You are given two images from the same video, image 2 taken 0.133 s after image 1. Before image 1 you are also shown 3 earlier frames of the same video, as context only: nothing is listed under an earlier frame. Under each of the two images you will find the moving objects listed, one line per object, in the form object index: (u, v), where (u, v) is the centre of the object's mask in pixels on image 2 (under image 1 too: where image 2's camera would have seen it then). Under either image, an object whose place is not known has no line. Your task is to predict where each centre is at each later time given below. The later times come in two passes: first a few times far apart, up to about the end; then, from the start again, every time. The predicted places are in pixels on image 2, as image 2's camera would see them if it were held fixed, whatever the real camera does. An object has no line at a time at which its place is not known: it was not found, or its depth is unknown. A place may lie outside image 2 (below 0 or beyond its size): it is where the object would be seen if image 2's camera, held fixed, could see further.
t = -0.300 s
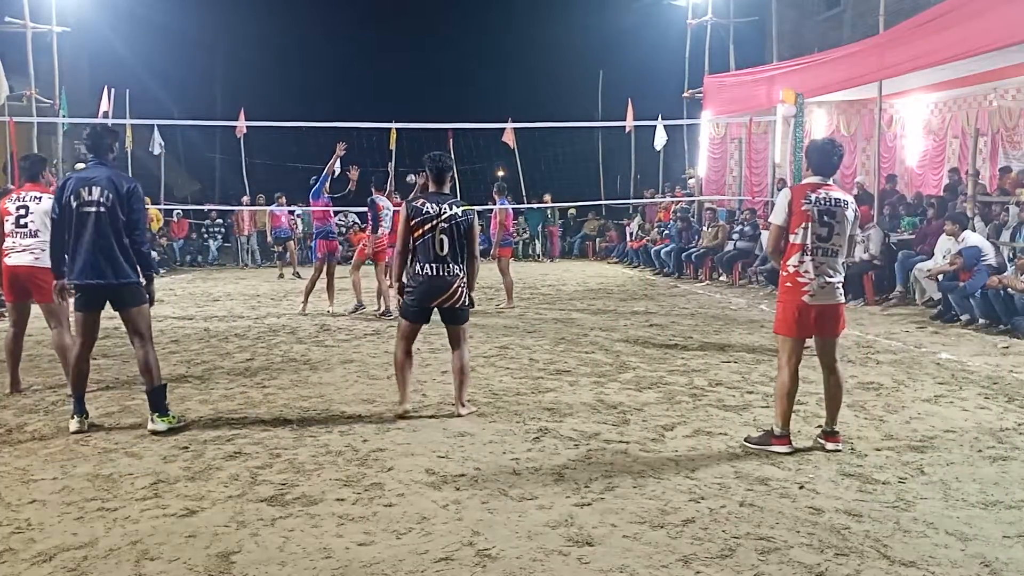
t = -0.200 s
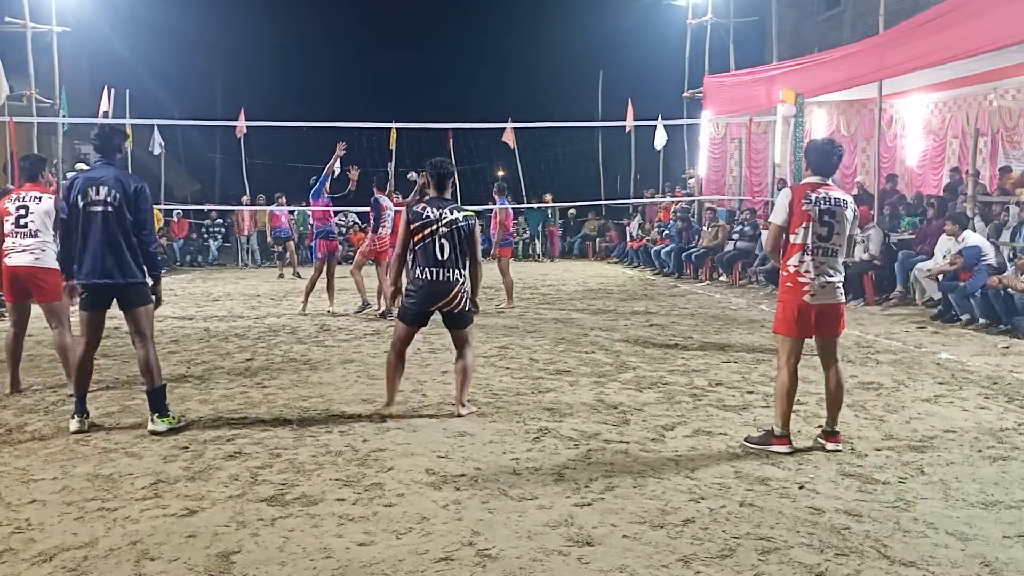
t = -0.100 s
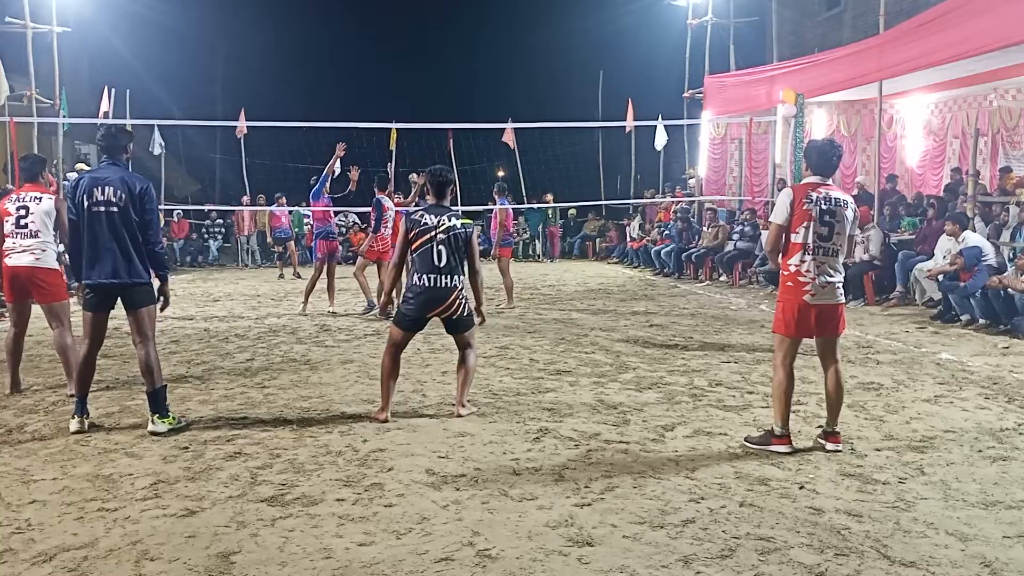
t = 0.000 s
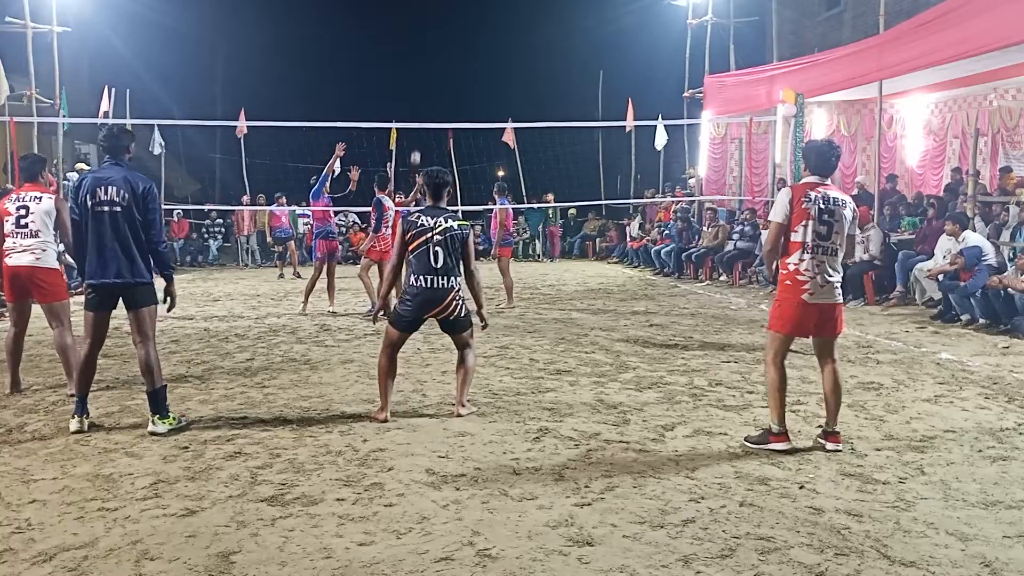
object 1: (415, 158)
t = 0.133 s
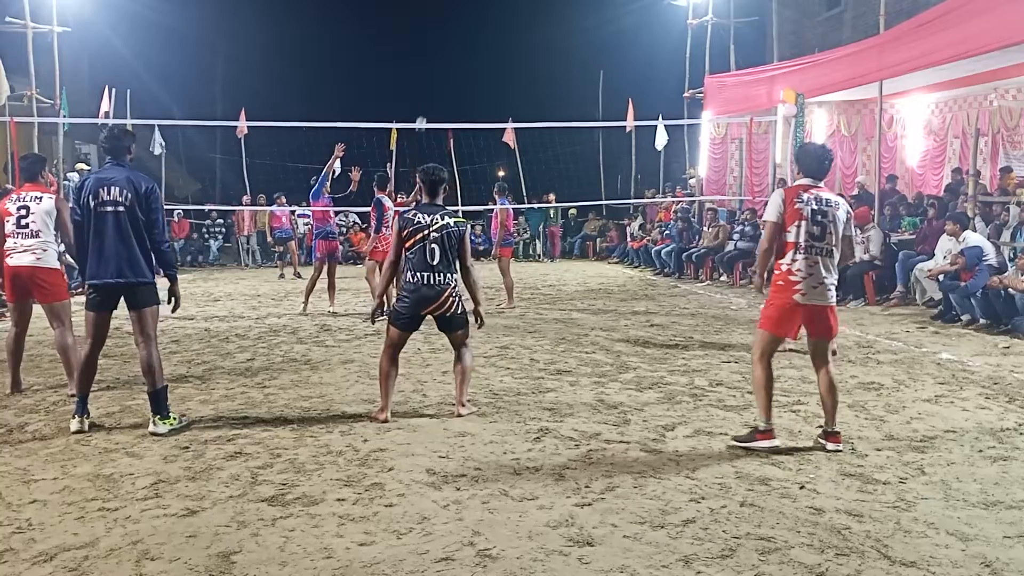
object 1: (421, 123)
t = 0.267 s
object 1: (427, 94)
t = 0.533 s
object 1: (451, 53)
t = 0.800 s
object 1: (492, 57)
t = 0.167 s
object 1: (422, 116)
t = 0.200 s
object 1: (424, 109)
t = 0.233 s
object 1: (425, 102)
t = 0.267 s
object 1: (427, 94)
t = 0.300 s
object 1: (429, 88)
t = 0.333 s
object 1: (432, 81)
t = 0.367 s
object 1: (434, 75)
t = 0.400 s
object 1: (437, 70)
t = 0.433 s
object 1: (440, 65)
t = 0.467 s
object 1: (444, 60)
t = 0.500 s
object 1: (447, 56)
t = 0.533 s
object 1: (451, 53)
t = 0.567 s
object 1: (455, 50)
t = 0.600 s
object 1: (460, 49)
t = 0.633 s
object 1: (464, 48)
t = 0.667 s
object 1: (469, 47)
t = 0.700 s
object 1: (474, 49)
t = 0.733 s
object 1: (480, 51)
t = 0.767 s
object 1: (486, 54)
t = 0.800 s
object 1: (492, 57)
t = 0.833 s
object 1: (499, 63)
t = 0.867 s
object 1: (505, 70)
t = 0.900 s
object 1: (512, 78)
